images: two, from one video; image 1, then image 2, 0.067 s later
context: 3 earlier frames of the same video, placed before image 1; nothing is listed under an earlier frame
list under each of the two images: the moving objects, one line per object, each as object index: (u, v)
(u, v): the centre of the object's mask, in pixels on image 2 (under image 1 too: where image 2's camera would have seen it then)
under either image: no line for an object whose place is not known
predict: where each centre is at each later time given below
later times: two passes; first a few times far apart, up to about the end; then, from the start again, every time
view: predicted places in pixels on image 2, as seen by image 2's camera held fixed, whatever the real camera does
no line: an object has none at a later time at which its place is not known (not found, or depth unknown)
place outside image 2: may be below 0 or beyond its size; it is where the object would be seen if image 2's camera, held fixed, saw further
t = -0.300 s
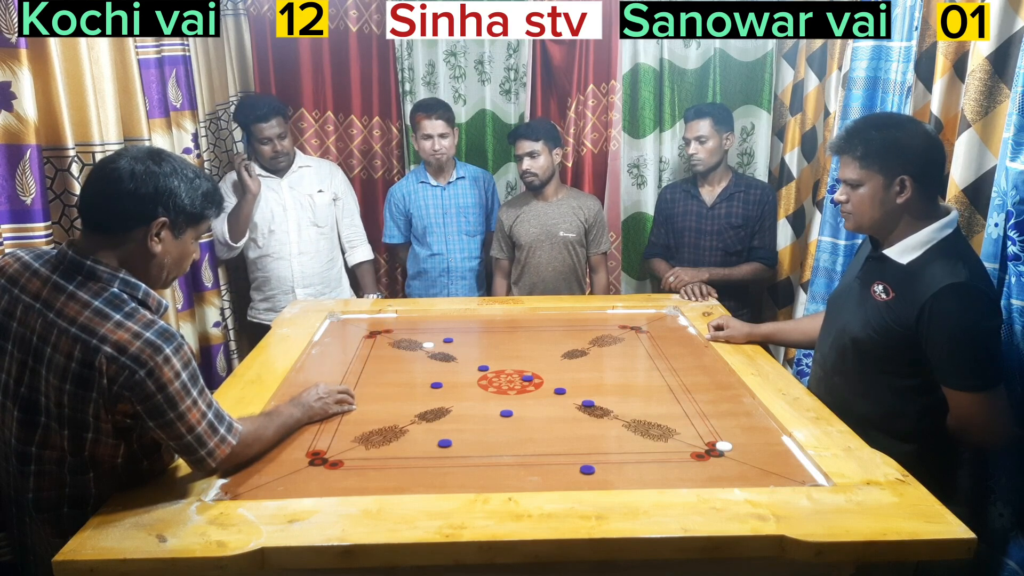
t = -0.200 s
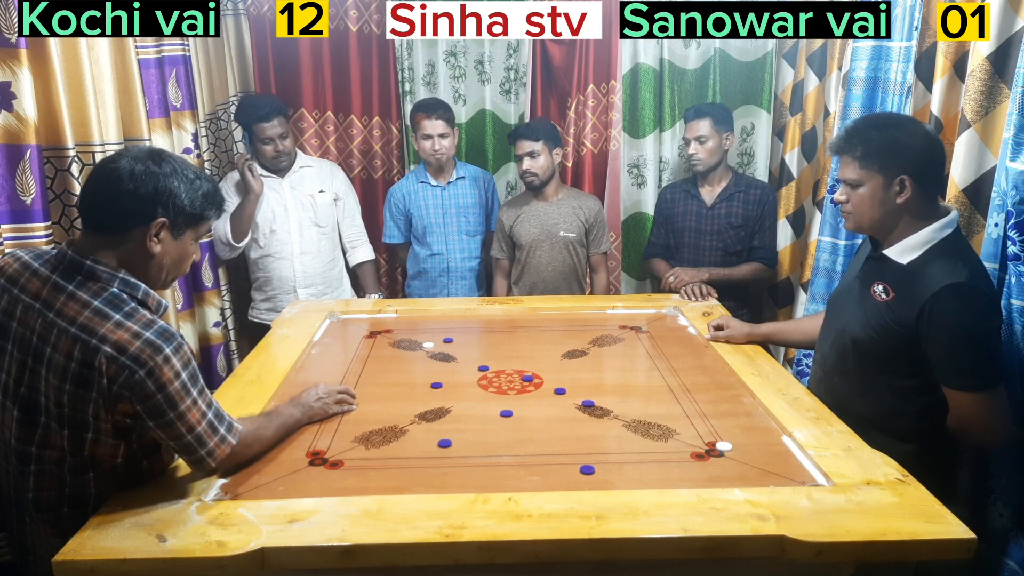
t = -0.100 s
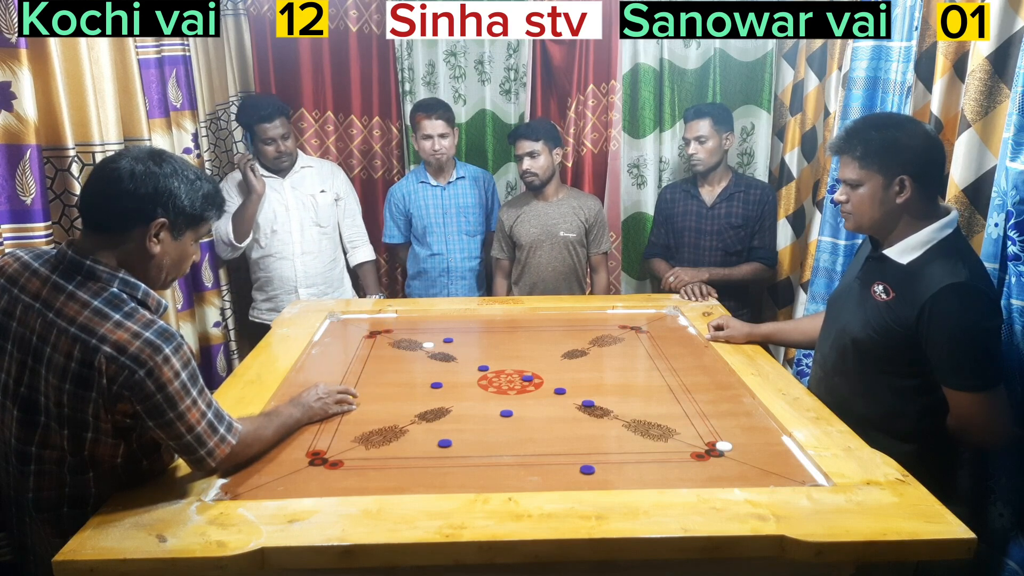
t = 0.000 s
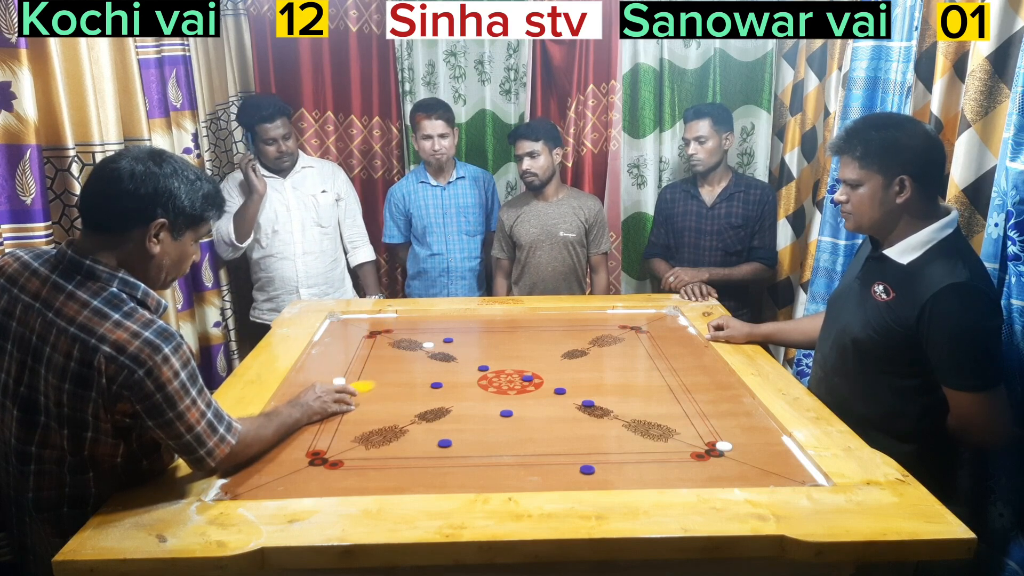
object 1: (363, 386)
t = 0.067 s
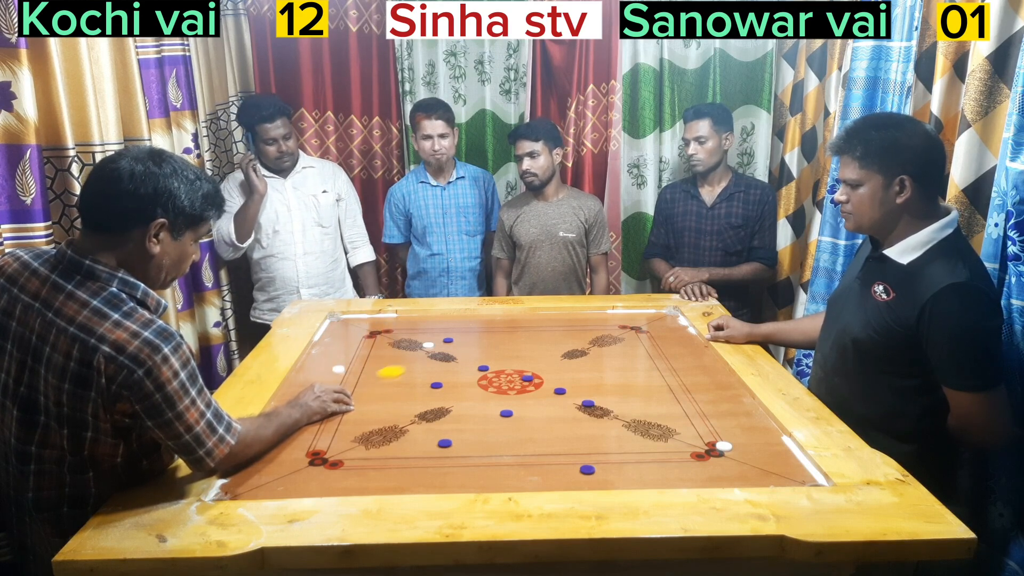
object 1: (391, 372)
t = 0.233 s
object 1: (454, 343)
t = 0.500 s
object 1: (521, 322)
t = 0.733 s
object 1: (563, 316)
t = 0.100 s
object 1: (406, 365)
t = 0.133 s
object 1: (418, 359)
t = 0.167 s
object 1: (431, 352)
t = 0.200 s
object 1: (443, 347)
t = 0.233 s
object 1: (454, 343)
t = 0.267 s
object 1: (464, 340)
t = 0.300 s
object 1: (473, 337)
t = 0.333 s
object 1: (482, 334)
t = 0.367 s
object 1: (491, 332)
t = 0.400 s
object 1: (499, 329)
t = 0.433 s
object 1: (507, 327)
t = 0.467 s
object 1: (514, 325)
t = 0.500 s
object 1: (521, 322)
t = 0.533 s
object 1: (528, 320)
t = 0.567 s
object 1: (535, 318)
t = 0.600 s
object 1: (541, 317)
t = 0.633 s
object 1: (547, 315)
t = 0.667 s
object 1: (553, 314)
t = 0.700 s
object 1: (558, 315)
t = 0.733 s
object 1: (563, 316)
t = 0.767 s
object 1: (568, 317)
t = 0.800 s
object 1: (573, 318)
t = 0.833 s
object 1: (577, 319)
